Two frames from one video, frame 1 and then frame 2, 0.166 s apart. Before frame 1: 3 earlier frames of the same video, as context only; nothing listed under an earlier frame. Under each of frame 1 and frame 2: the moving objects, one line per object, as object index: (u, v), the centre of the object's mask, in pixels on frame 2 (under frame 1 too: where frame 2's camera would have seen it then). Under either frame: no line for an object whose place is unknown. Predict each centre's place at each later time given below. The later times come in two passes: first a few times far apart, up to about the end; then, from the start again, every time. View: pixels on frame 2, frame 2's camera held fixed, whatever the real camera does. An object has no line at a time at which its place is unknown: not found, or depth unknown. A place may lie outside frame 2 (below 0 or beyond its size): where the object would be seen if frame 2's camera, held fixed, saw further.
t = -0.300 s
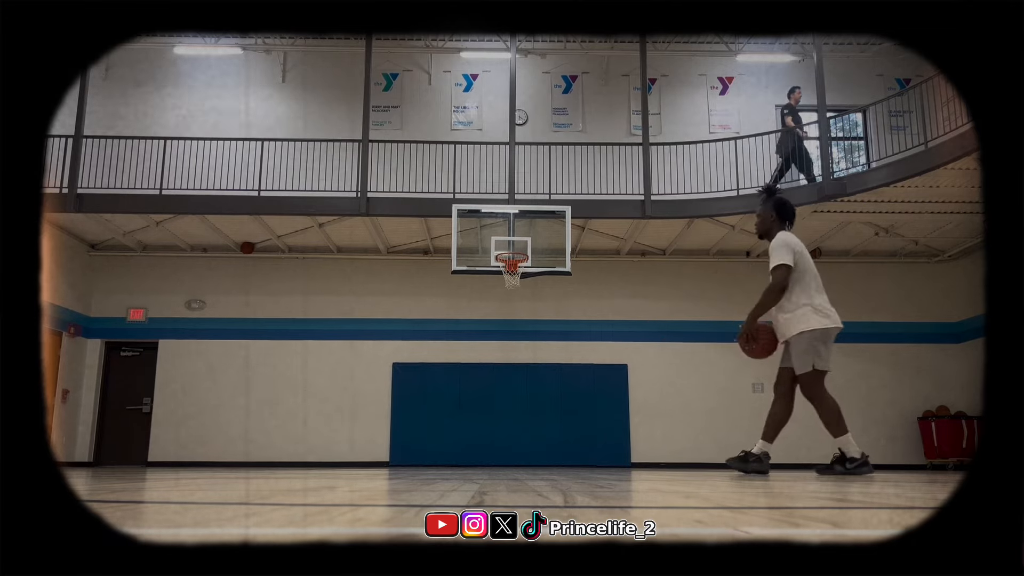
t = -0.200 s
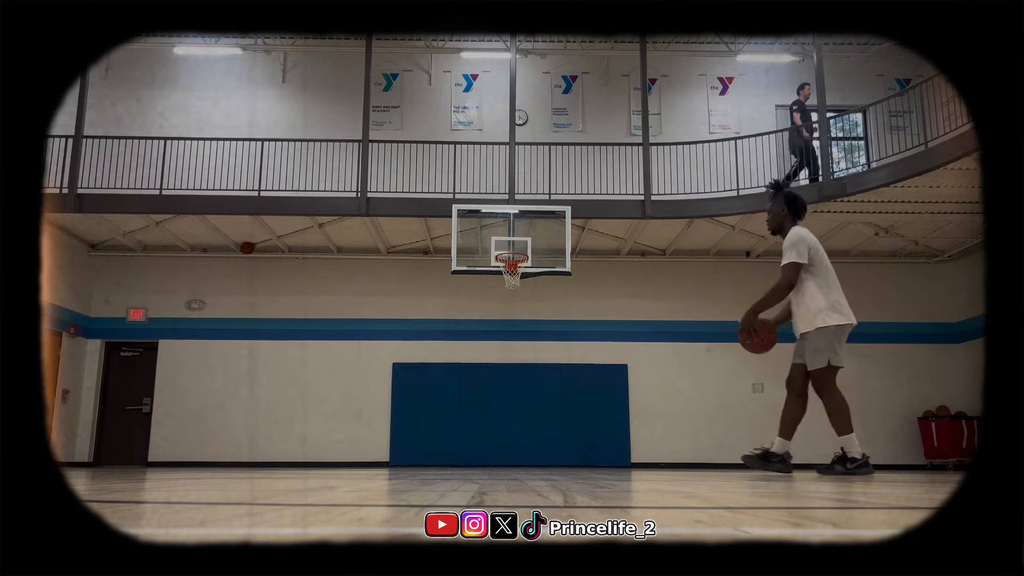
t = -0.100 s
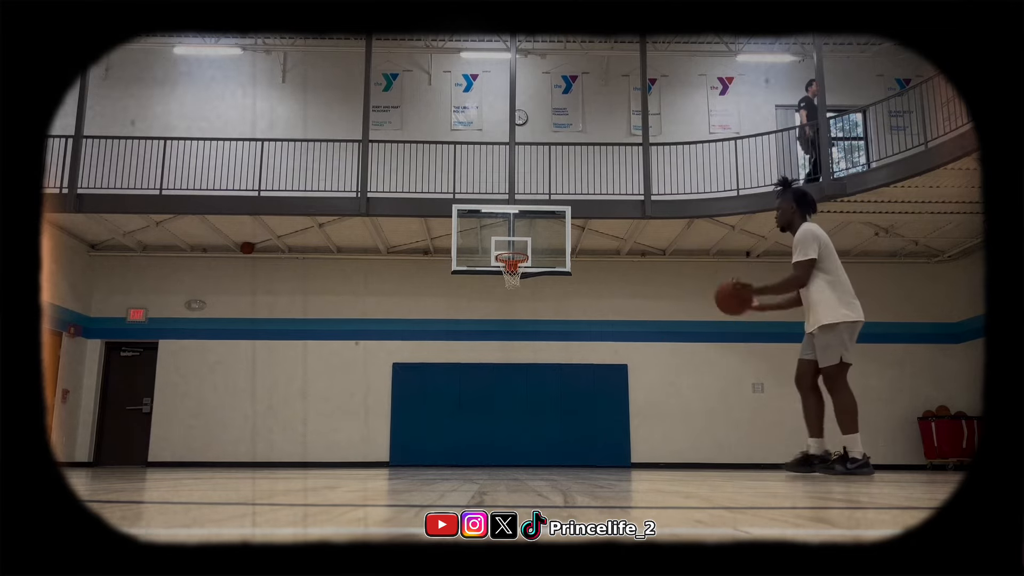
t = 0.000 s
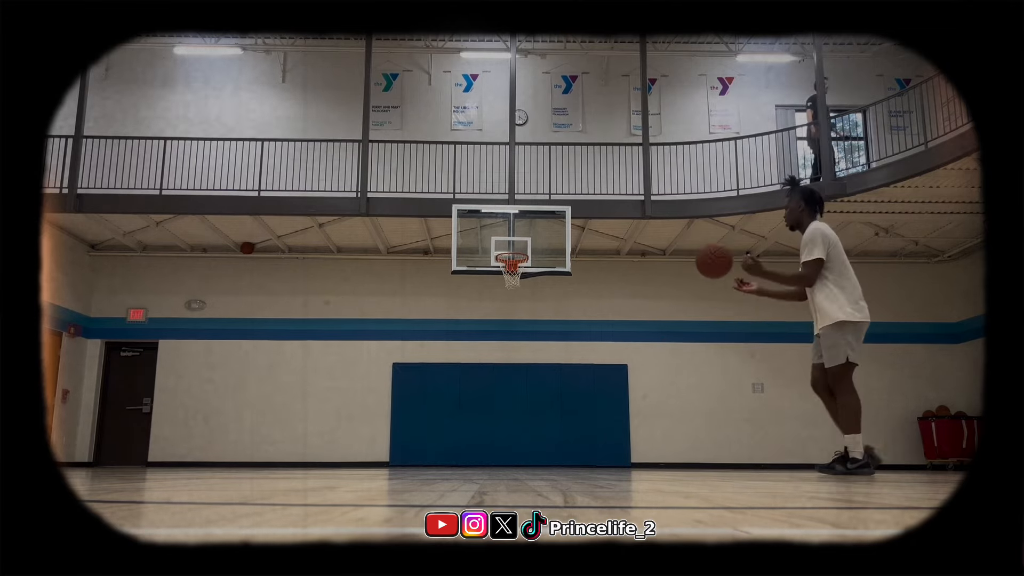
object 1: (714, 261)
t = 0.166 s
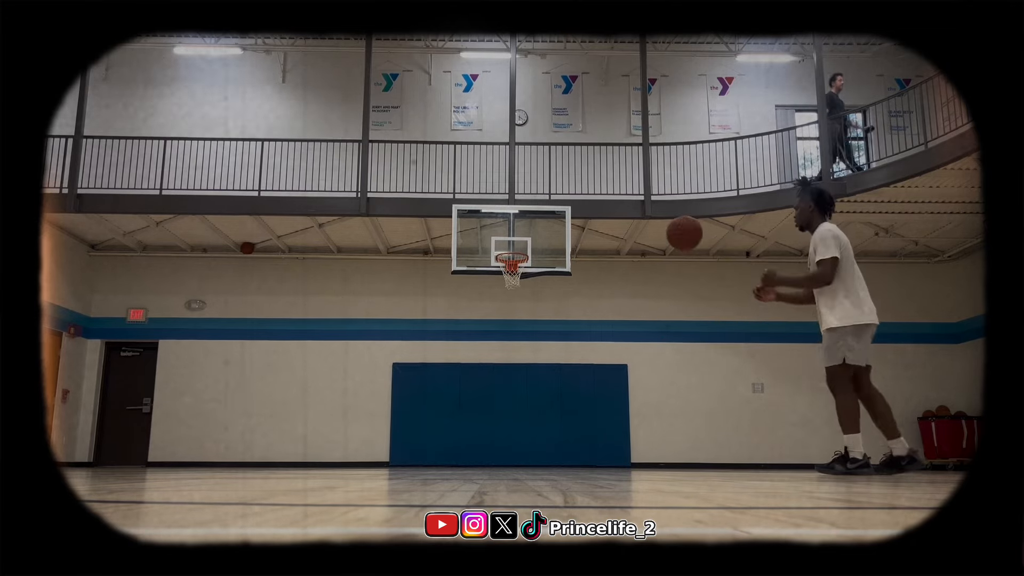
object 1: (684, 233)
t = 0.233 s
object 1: (673, 233)
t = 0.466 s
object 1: (637, 281)
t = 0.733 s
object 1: (598, 424)
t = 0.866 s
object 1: (603, 408)
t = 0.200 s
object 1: (679, 232)
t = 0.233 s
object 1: (673, 233)
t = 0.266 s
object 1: (668, 236)
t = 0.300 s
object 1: (662, 239)
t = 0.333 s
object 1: (657, 245)
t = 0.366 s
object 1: (652, 251)
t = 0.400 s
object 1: (647, 260)
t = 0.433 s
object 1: (642, 270)
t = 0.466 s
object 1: (637, 281)
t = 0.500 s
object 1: (632, 293)
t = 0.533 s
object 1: (627, 307)
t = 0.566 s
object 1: (623, 322)
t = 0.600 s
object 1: (617, 340)
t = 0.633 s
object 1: (613, 359)
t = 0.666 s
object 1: (608, 380)
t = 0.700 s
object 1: (603, 401)
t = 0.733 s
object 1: (598, 424)
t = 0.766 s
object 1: (594, 449)
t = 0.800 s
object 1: (596, 443)
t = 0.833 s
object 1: (599, 425)
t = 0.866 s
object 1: (603, 408)
